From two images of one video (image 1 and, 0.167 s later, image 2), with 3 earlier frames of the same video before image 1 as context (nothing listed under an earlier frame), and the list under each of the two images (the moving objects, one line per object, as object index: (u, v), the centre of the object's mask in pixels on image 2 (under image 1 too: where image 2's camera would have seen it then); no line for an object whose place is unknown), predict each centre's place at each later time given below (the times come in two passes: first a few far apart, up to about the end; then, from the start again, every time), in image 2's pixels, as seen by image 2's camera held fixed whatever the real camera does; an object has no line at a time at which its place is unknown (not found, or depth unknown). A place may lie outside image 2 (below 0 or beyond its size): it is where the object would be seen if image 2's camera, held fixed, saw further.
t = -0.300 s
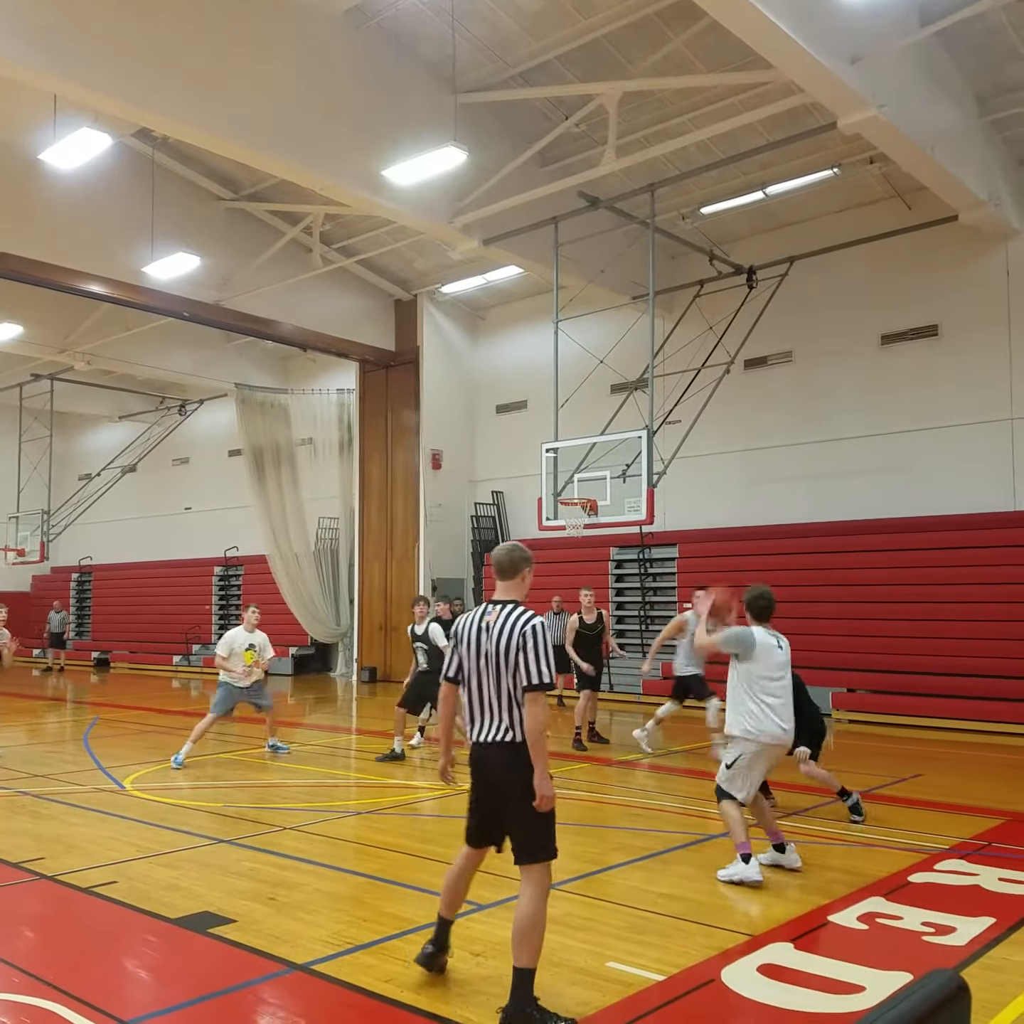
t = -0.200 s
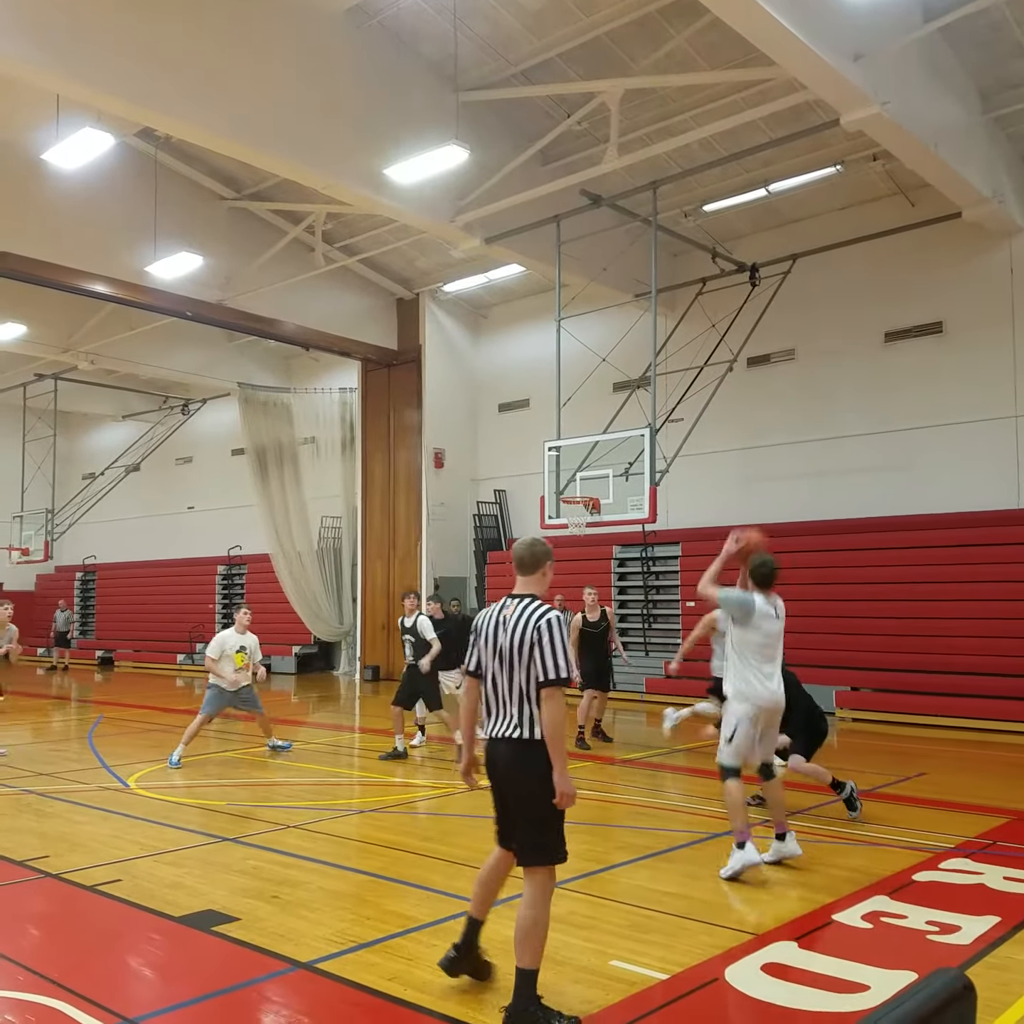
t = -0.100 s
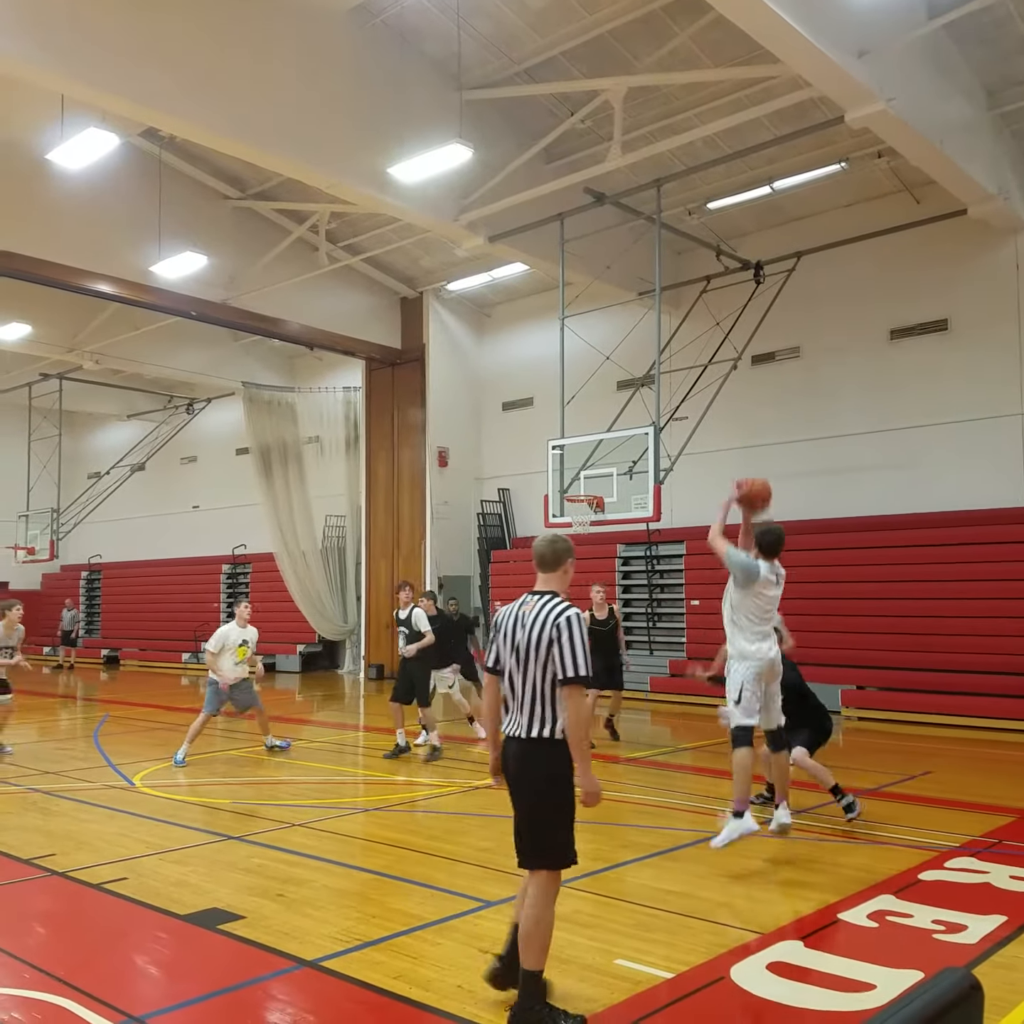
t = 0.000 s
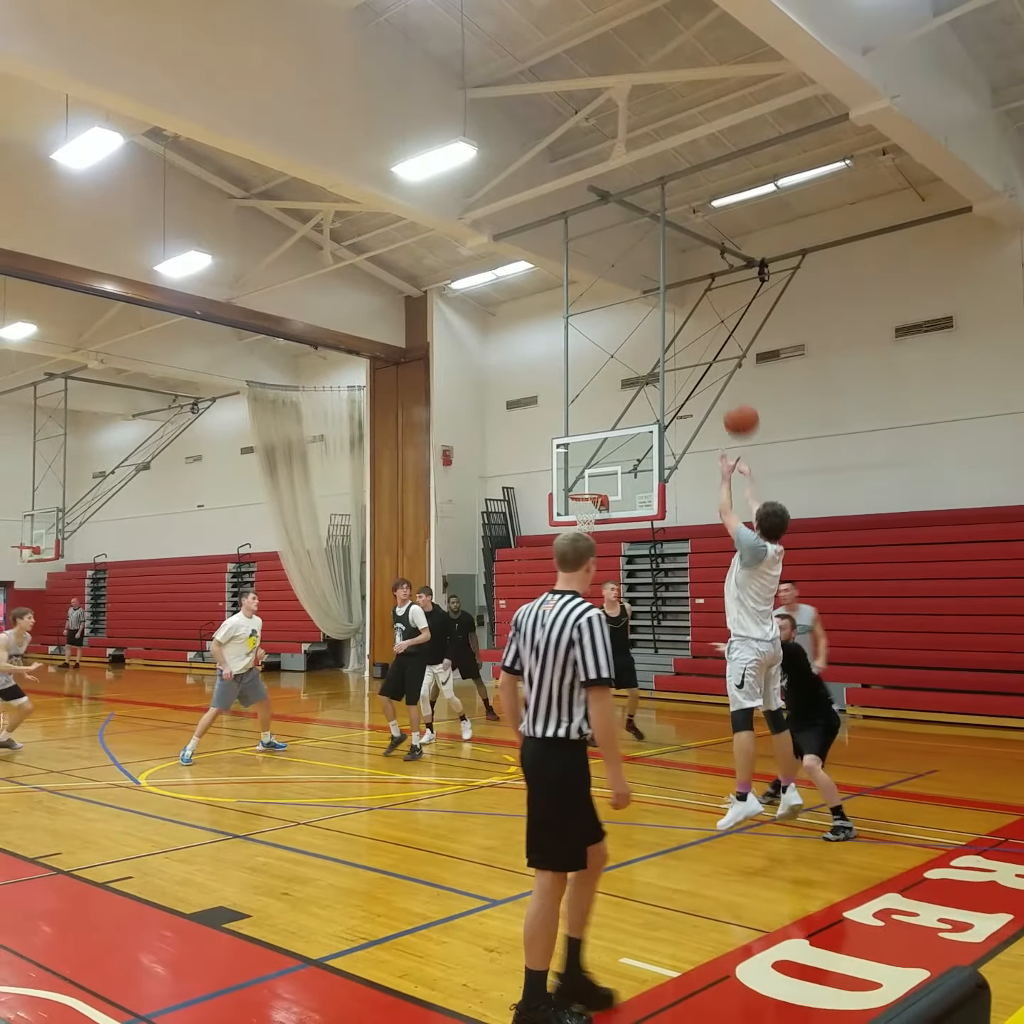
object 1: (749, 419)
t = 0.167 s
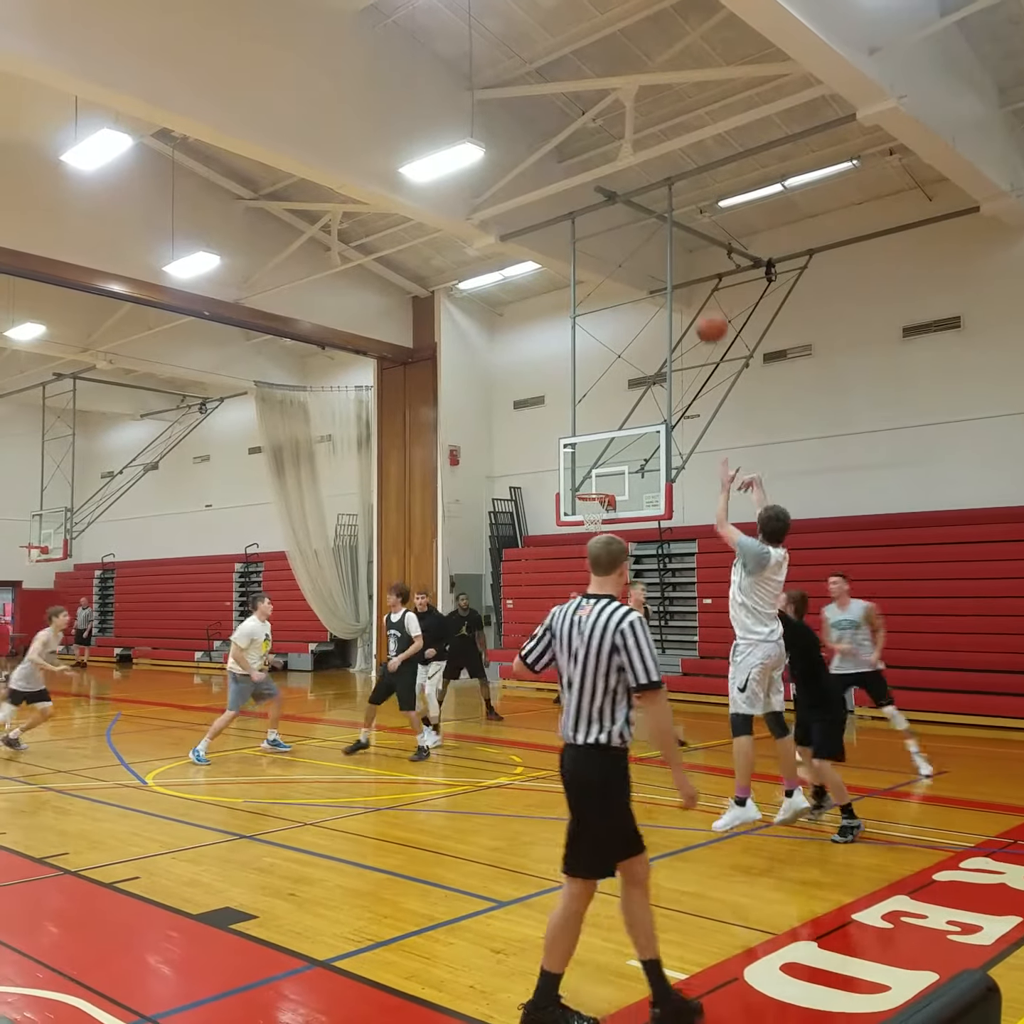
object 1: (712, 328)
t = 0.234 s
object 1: (700, 306)
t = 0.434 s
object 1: (670, 275)
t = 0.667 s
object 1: (644, 290)
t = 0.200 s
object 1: (706, 315)
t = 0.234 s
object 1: (700, 306)
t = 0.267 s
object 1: (693, 296)
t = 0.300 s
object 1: (688, 289)
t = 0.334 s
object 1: (685, 282)
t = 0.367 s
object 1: (679, 279)
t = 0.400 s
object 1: (676, 277)
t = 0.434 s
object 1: (670, 275)
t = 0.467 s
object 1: (665, 273)
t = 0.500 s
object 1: (662, 274)
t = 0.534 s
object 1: (658, 275)
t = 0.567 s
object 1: (654, 279)
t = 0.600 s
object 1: (651, 282)
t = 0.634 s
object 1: (648, 286)
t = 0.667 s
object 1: (644, 290)
